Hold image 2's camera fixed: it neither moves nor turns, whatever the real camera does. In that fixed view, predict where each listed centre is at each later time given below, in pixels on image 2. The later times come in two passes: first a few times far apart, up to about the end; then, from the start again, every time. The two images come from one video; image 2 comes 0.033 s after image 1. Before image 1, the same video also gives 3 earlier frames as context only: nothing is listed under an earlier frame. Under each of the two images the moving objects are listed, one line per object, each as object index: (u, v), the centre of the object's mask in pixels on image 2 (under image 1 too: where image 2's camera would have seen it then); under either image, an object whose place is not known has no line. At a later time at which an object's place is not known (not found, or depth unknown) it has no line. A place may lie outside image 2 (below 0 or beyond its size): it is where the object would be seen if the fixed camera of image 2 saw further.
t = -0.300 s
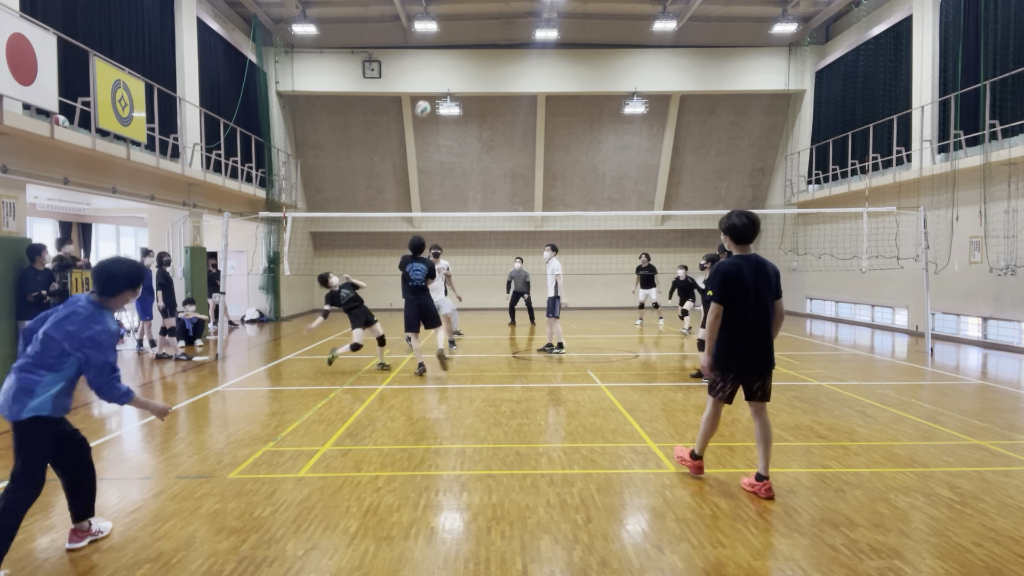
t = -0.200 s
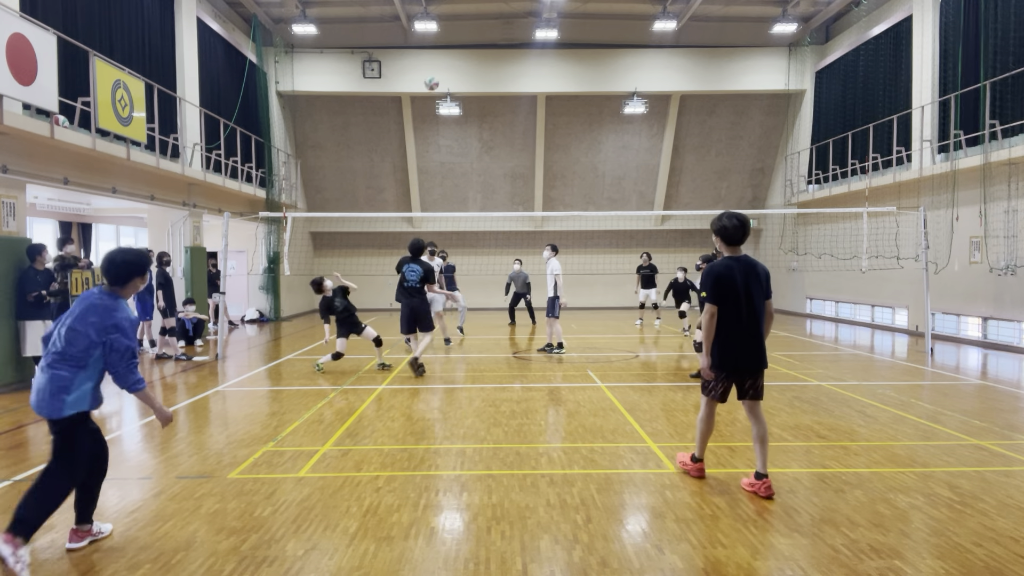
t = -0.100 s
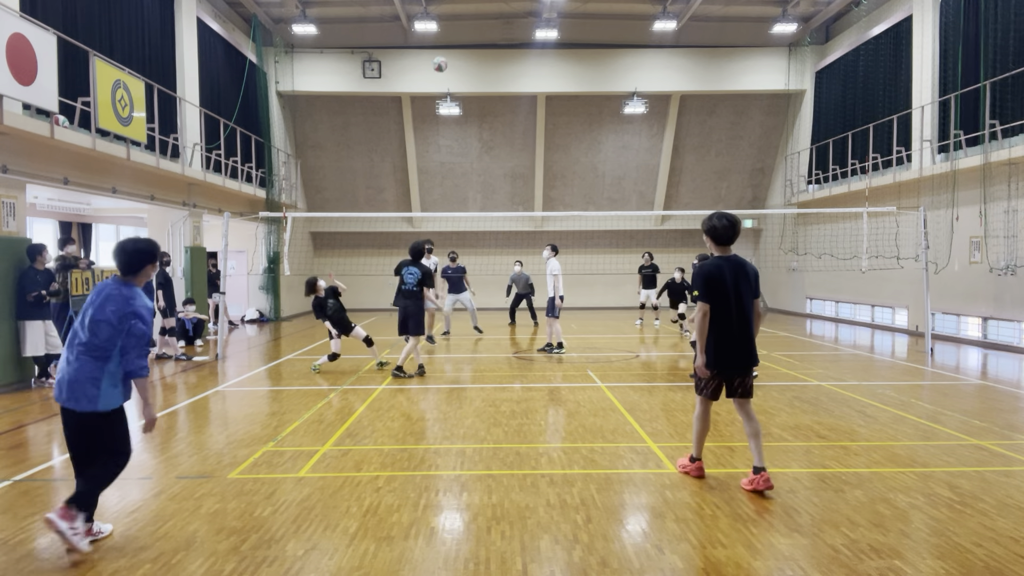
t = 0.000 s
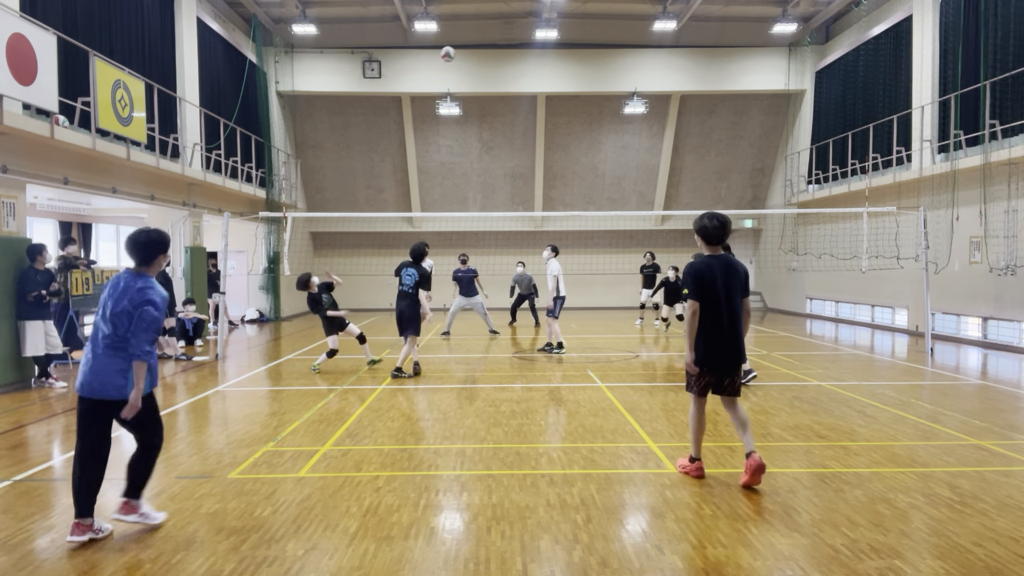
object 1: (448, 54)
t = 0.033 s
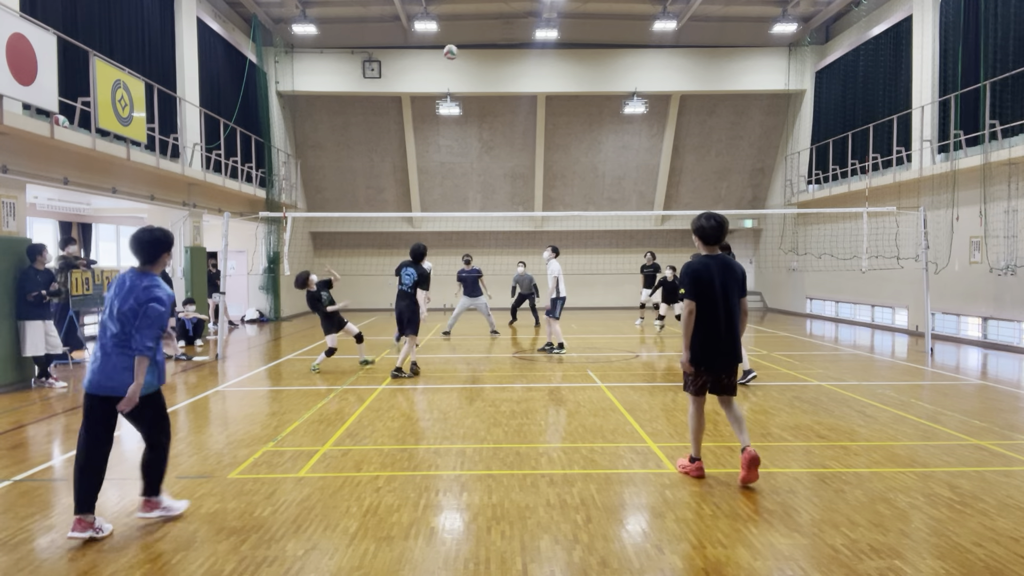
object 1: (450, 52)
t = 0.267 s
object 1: (468, 59)
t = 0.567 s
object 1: (490, 117)
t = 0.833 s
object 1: (508, 205)
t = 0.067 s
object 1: (453, 50)
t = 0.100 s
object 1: (456, 50)
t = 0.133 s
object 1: (458, 51)
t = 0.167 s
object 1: (461, 52)
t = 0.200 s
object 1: (464, 54)
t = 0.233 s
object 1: (466, 56)
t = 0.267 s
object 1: (468, 59)
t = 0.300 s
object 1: (471, 63)
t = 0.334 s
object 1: (474, 68)
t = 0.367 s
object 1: (476, 73)
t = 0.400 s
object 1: (478, 79)
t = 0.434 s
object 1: (481, 86)
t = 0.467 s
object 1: (483, 93)
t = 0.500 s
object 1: (485, 100)
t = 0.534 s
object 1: (488, 108)
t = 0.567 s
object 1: (490, 117)
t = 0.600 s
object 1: (492, 127)
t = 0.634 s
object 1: (494, 136)
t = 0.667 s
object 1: (496, 147)
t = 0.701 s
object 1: (499, 157)
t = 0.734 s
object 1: (501, 169)
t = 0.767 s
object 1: (503, 181)
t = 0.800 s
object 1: (505, 193)
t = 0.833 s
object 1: (508, 205)
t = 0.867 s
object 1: (511, 219)
